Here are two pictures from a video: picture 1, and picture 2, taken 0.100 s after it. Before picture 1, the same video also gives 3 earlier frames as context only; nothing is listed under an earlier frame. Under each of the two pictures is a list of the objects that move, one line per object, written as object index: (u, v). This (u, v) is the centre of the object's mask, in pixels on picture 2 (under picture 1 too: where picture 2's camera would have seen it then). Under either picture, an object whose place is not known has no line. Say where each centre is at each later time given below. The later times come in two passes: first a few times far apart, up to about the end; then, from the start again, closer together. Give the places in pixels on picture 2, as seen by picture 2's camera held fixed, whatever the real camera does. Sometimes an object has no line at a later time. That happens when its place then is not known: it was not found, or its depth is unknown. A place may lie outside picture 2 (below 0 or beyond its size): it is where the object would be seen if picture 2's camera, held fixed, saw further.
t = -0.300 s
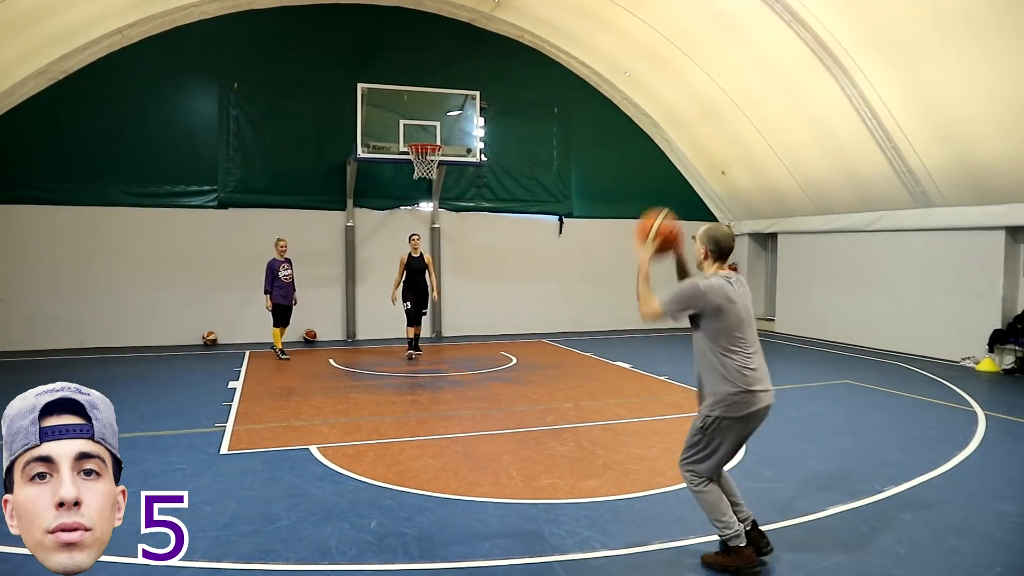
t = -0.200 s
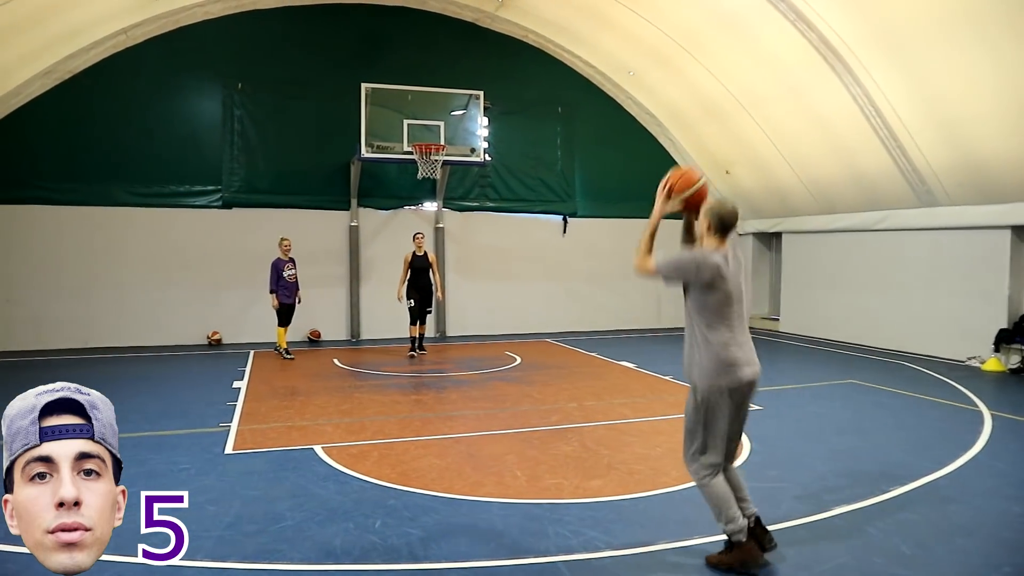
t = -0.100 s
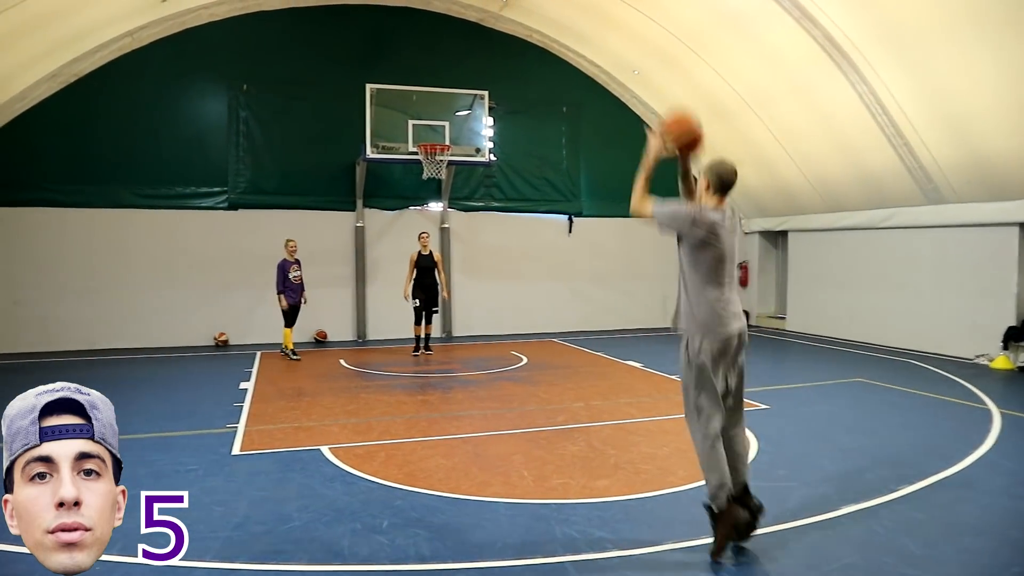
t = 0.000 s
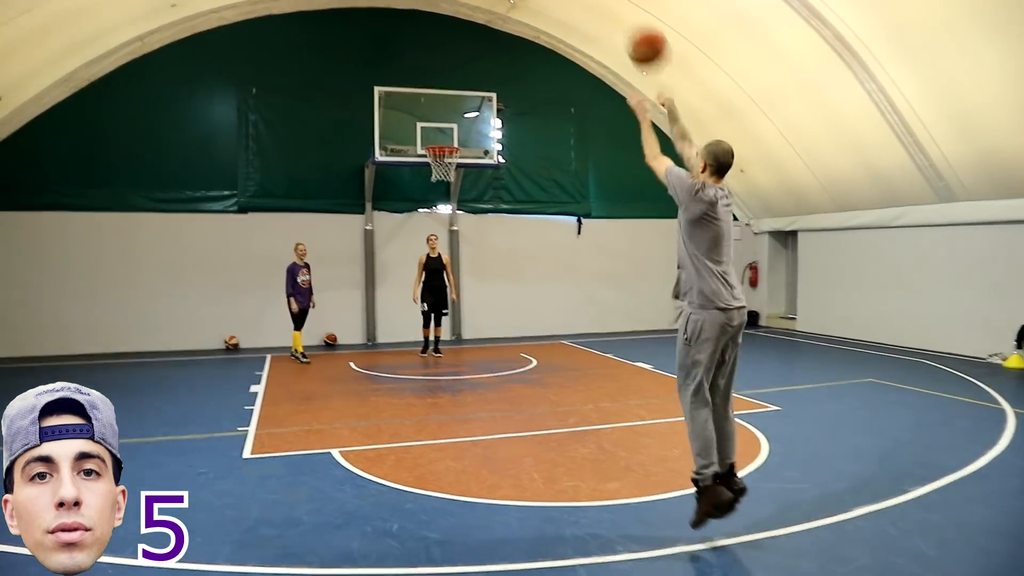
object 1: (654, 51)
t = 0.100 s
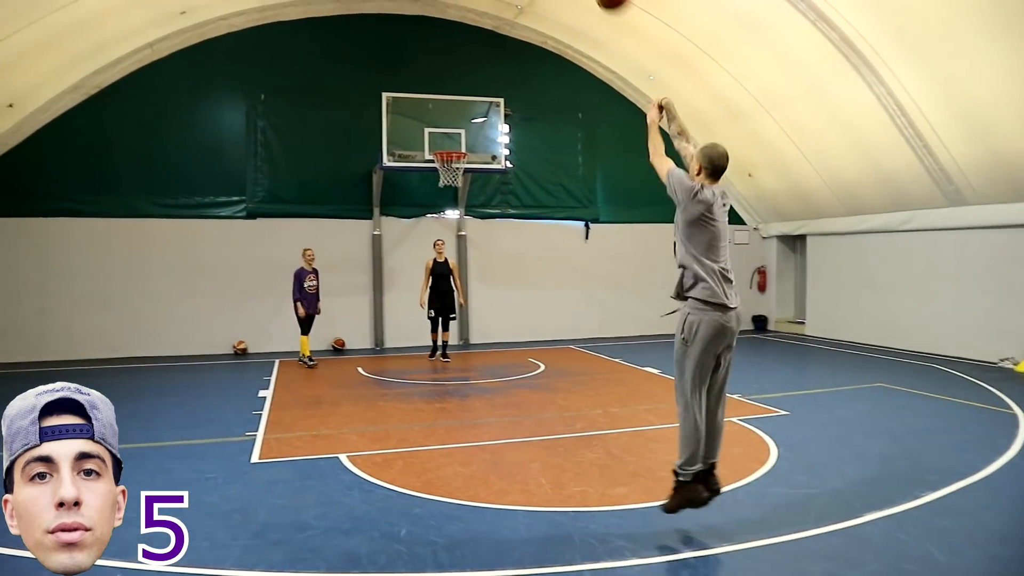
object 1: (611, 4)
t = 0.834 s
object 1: (473, 29)
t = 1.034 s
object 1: (455, 99)
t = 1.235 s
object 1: (444, 138)
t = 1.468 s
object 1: (434, 145)
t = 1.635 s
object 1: (426, 153)
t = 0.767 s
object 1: (480, 7)
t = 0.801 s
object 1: (477, 17)
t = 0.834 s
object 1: (473, 29)
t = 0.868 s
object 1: (470, 38)
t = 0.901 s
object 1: (467, 50)
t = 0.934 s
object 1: (464, 61)
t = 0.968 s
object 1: (461, 74)
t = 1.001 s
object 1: (458, 85)
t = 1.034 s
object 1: (455, 99)
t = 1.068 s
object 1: (453, 113)
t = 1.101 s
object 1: (451, 125)
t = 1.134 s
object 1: (449, 141)
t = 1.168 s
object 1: (447, 142)
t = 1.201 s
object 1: (445, 140)
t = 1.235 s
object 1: (444, 138)
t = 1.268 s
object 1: (442, 138)
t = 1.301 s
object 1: (441, 136)
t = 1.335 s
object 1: (439, 137)
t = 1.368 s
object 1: (438, 138)
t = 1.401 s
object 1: (436, 139)
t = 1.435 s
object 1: (435, 143)
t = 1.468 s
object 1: (434, 145)
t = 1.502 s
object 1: (432, 146)
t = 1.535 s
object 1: (431, 146)
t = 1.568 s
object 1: (429, 149)
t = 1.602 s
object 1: (427, 152)
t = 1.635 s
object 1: (426, 153)
